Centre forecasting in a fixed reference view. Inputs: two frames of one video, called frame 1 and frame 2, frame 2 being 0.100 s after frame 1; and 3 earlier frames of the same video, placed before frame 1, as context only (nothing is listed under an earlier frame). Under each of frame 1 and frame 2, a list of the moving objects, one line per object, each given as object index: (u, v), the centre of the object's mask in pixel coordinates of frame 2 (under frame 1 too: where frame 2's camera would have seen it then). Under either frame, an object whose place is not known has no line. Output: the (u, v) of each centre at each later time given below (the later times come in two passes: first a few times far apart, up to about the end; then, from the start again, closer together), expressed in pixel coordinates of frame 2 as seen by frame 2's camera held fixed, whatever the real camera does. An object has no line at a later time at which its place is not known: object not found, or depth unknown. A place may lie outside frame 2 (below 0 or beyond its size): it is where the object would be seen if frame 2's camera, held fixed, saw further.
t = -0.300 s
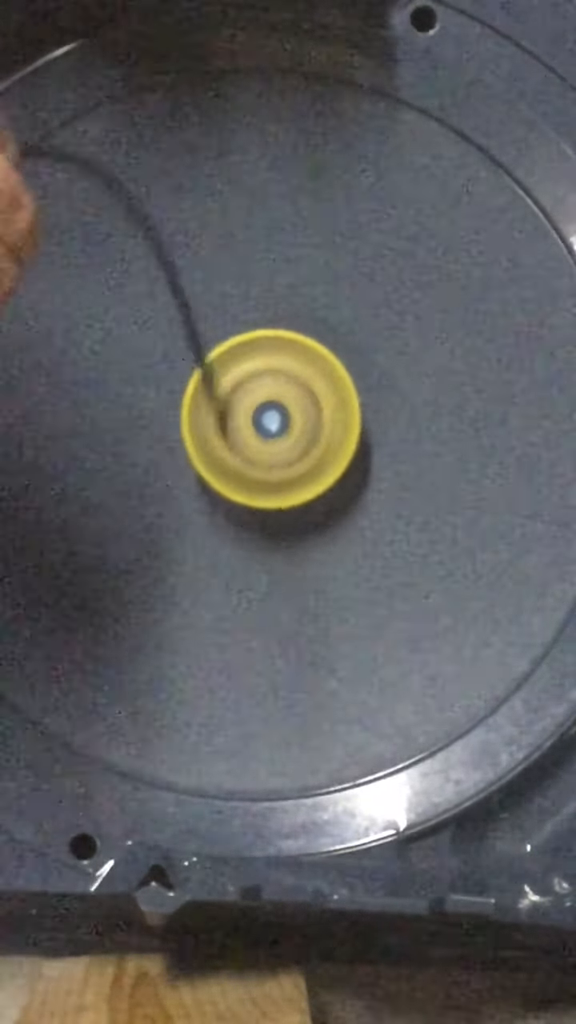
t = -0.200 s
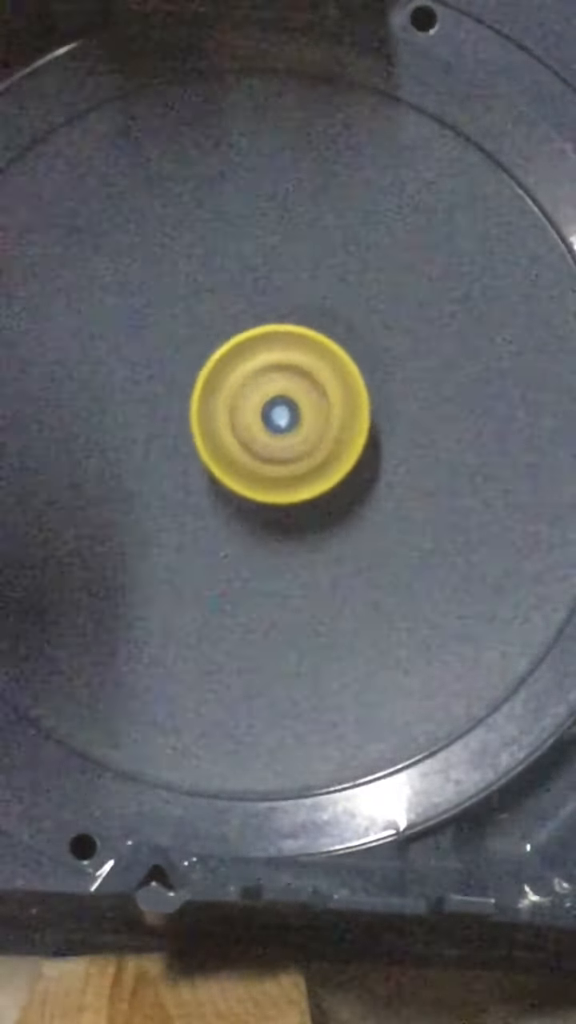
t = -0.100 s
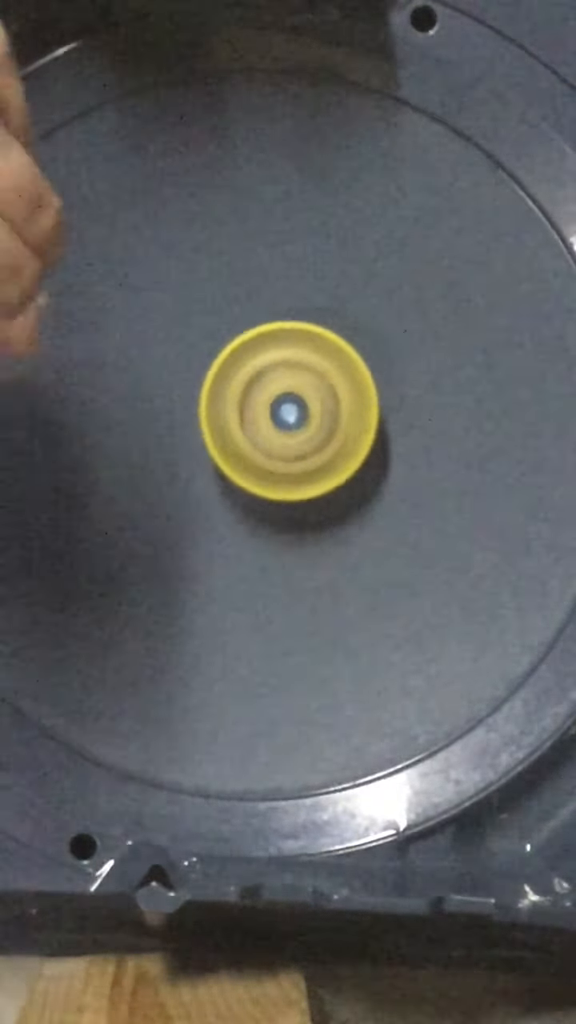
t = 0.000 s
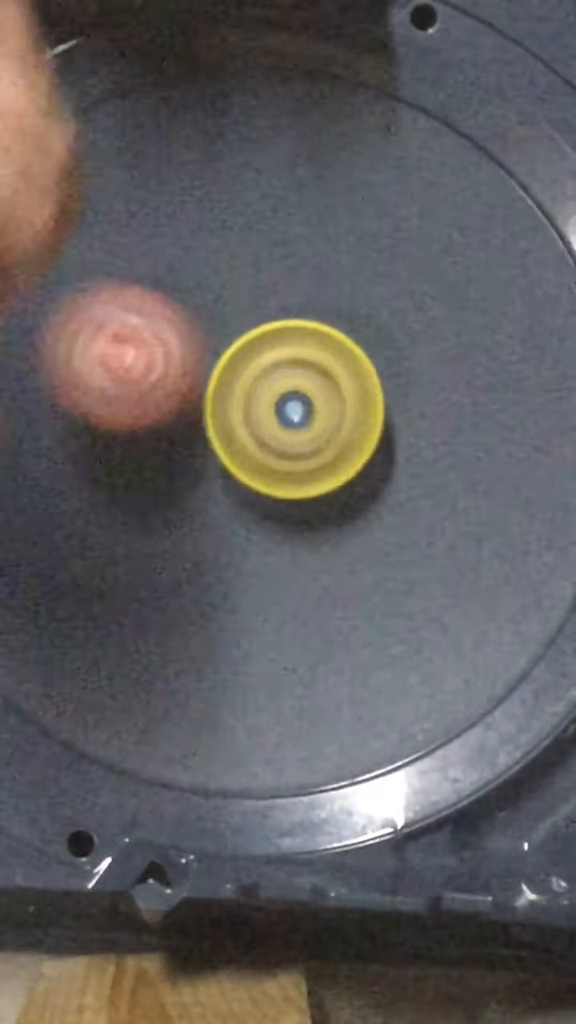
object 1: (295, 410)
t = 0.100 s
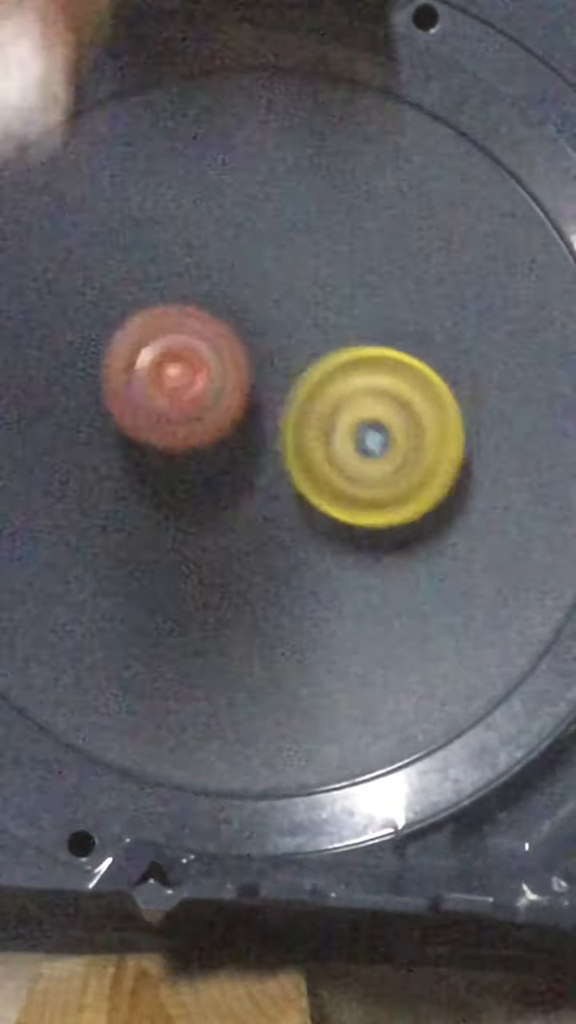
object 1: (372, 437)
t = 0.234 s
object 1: (408, 445)
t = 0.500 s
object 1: (448, 456)
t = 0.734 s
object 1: (446, 475)
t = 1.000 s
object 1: (398, 492)
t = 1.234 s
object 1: (367, 511)
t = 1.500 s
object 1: (300, 487)
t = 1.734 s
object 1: (274, 476)
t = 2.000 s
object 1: (345, 531)
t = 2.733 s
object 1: (433, 445)
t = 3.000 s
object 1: (445, 463)
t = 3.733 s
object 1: (323, 504)
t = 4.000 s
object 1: (309, 458)
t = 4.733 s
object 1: (370, 332)
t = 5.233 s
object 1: (378, 403)
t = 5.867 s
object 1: (309, 434)
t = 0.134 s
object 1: (386, 443)
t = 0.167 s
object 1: (394, 445)
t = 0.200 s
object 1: (401, 445)
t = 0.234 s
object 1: (408, 445)
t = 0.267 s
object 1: (415, 445)
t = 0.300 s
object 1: (421, 446)
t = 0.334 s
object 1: (426, 447)
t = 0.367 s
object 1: (432, 448)
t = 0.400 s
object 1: (437, 450)
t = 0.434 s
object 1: (441, 452)
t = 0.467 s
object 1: (445, 454)
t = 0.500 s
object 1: (448, 456)
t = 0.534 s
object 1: (450, 459)
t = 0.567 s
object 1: (451, 461)
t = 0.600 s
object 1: (452, 464)
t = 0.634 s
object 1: (452, 467)
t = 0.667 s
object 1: (450, 470)
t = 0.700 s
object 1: (448, 473)
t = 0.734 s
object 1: (446, 475)
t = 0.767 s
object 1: (443, 478)
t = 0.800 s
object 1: (438, 480)
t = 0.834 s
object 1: (433, 483)
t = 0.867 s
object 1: (427, 486)
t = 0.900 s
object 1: (421, 488)
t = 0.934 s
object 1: (414, 490)
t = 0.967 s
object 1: (406, 491)
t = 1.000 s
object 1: (398, 492)
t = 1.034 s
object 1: (392, 494)
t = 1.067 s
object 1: (398, 504)
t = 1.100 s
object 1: (398, 513)
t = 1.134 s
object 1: (391, 515)
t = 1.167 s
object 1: (383, 514)
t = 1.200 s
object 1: (375, 513)
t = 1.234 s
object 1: (367, 511)
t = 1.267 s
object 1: (358, 509)
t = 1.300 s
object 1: (349, 507)
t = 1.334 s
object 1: (341, 504)
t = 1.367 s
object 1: (332, 501)
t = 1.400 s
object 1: (323, 498)
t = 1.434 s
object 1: (316, 495)
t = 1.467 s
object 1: (308, 491)
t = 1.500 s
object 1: (300, 487)
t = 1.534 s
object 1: (292, 483)
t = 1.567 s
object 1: (285, 478)
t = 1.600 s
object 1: (277, 473)
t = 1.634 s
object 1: (270, 468)
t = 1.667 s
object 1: (264, 463)
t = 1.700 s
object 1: (258, 458)
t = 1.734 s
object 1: (274, 476)
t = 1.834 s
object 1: (327, 544)
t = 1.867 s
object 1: (336, 552)
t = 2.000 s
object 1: (345, 531)
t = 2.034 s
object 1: (346, 521)
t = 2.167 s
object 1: (352, 483)
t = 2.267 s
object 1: (357, 457)
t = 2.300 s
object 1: (358, 449)
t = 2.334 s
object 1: (359, 442)
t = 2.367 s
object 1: (365, 440)
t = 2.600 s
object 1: (417, 449)
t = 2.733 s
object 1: (433, 445)
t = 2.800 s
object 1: (438, 445)
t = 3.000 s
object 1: (445, 463)
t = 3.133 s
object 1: (431, 490)
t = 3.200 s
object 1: (413, 493)
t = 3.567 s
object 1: (334, 509)
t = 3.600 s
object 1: (329, 508)
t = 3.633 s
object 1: (328, 509)
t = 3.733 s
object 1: (323, 504)
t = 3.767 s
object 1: (323, 500)
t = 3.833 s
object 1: (318, 490)
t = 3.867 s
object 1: (315, 484)
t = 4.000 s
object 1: (309, 458)
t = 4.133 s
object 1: (321, 421)
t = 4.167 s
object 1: (320, 414)
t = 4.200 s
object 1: (319, 408)
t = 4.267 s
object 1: (319, 396)
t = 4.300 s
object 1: (330, 379)
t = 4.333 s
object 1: (338, 370)
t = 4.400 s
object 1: (343, 358)
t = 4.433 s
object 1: (346, 354)
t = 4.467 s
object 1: (348, 349)
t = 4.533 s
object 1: (353, 342)
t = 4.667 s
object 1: (364, 333)
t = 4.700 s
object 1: (367, 332)
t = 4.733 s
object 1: (370, 332)
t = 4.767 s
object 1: (372, 333)
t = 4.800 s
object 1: (374, 334)
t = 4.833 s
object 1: (376, 336)
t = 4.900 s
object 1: (378, 343)
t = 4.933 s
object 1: (377, 347)
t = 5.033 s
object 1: (374, 362)
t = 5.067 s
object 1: (377, 367)
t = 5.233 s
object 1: (378, 403)
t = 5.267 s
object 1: (372, 408)
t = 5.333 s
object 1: (360, 417)
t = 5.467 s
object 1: (334, 431)
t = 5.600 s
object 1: (336, 442)
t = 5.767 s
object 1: (326, 439)
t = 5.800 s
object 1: (321, 438)
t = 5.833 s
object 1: (315, 436)
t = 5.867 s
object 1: (309, 434)
